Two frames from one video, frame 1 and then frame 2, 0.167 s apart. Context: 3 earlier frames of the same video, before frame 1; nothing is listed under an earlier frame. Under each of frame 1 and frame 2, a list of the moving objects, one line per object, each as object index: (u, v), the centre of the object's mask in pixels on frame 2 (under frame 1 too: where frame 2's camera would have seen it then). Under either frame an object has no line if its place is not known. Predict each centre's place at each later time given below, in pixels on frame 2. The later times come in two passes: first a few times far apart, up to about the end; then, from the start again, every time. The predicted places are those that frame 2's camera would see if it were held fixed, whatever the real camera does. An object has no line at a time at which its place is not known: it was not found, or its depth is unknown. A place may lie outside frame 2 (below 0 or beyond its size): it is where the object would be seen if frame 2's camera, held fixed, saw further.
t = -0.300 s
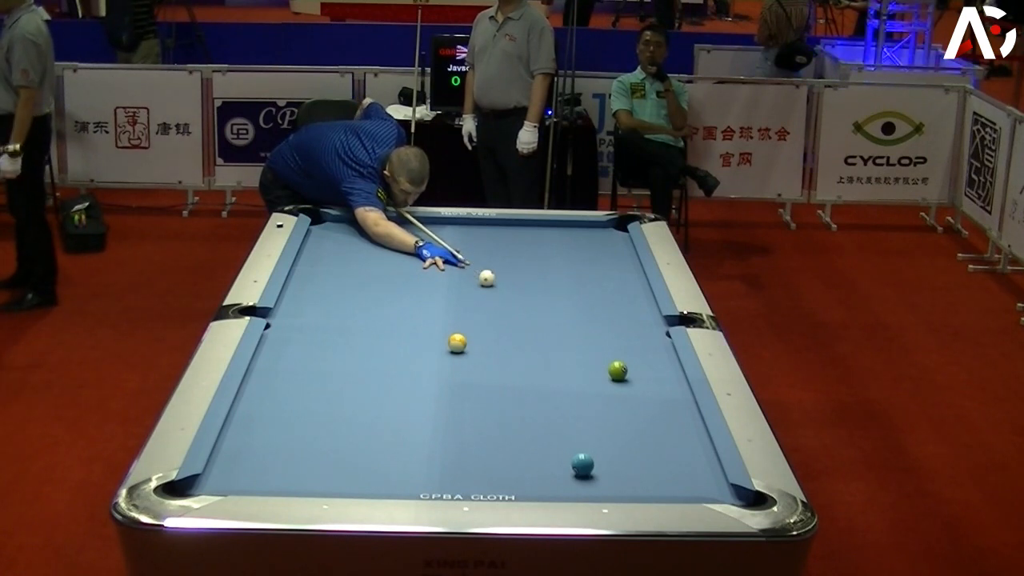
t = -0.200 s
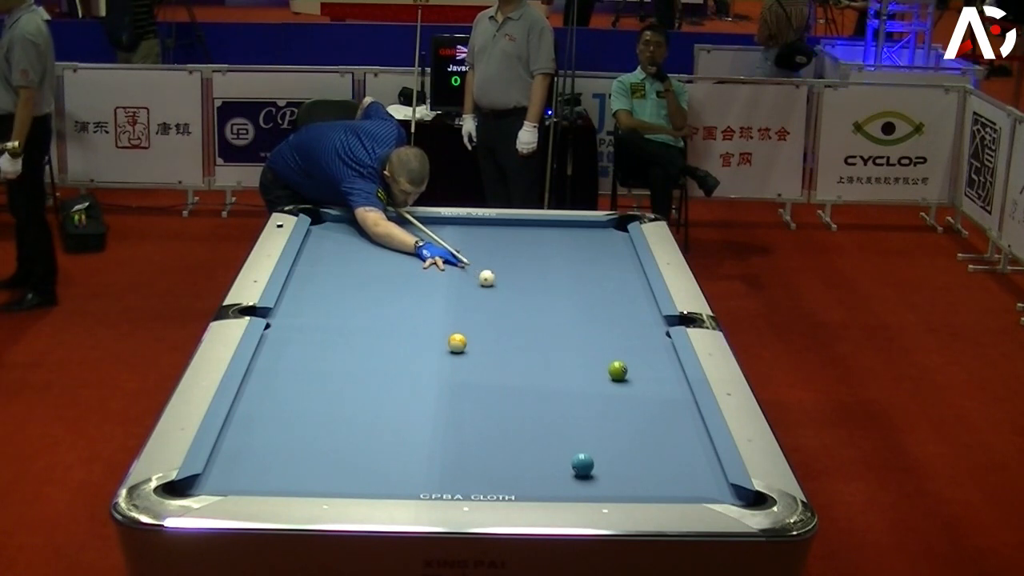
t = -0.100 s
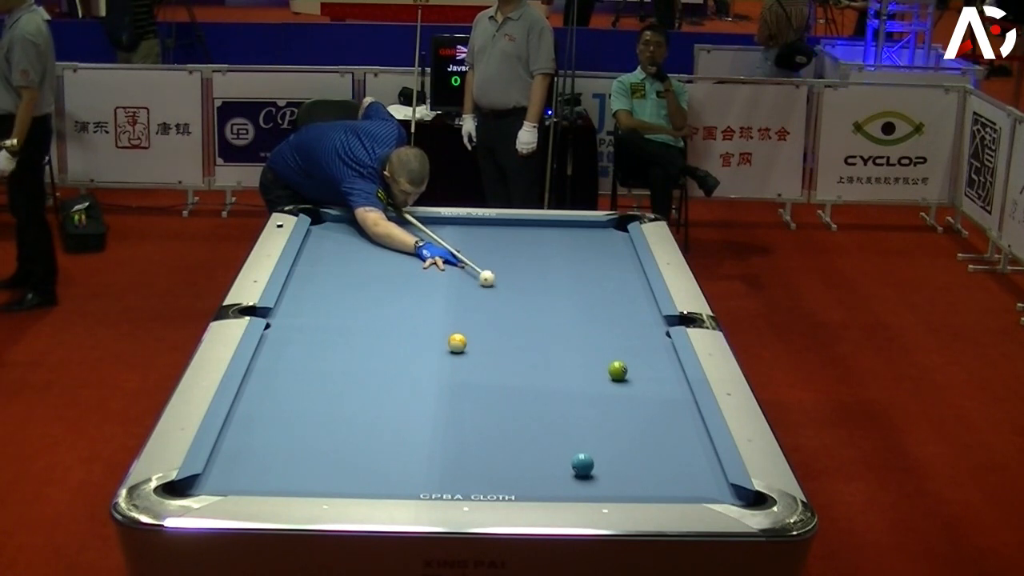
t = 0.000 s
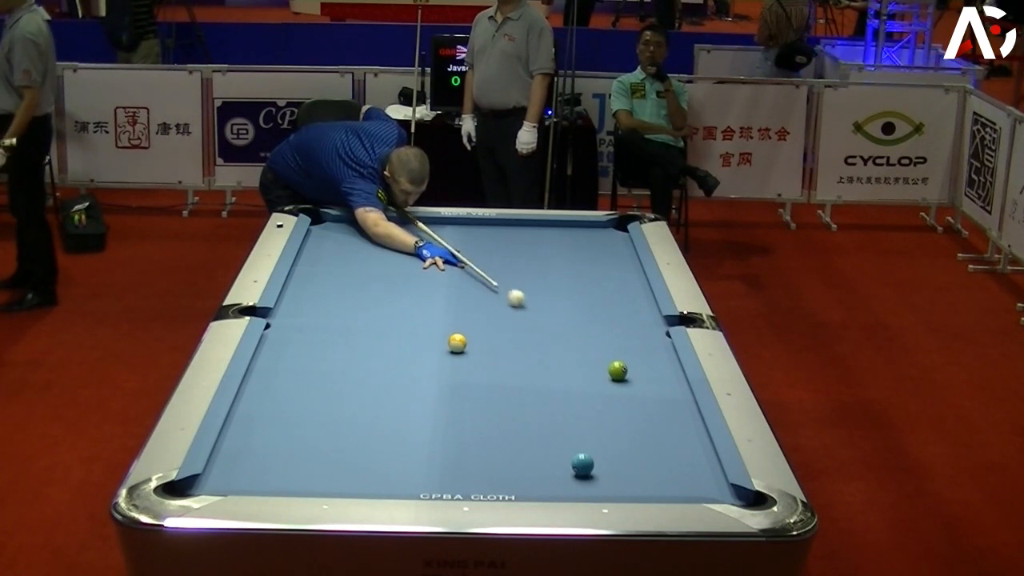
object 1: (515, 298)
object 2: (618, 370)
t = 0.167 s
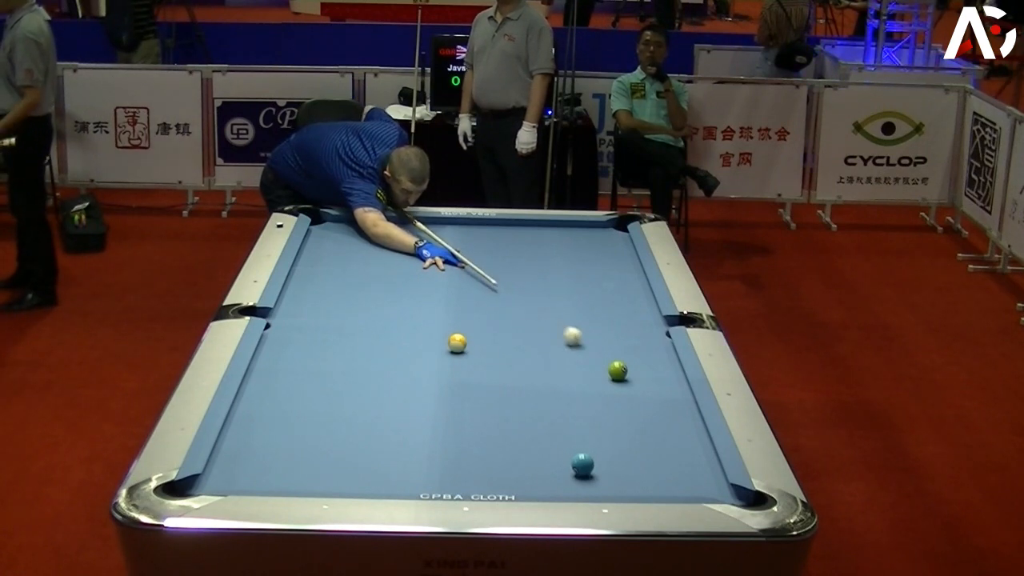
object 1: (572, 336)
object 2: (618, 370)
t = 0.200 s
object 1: (583, 344)
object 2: (618, 370)
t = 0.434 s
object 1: (638, 366)
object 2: (645, 405)
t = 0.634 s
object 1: (675, 375)
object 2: (677, 448)
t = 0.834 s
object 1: (657, 382)
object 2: (711, 489)
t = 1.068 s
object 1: (641, 389)
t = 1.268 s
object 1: (625, 395)
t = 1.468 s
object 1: (611, 401)
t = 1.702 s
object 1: (594, 407)
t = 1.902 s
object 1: (581, 413)
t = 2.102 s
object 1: (568, 418)
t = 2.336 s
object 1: (555, 424)
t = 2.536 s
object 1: (543, 429)
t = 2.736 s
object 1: (533, 434)
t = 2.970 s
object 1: (522, 438)
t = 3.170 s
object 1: (513, 442)
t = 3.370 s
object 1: (504, 446)
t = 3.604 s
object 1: (496, 450)
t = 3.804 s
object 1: (490, 453)
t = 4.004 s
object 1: (484, 455)
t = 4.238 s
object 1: (478, 458)
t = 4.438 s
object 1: (474, 460)
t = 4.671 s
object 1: (471, 461)
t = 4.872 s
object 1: (469, 462)
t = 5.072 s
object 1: (467, 462)
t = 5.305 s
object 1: (467, 463)
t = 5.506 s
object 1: (467, 463)
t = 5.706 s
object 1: (467, 463)
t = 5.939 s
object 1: (467, 463)
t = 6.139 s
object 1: (467, 463)
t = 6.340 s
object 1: (467, 463)
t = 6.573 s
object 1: (467, 463)
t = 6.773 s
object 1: (467, 463)
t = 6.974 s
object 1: (467, 463)
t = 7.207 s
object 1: (467, 463)
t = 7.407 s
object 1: (467, 463)
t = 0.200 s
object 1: (583, 344)
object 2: (618, 370)
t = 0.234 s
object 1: (595, 352)
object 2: (618, 371)
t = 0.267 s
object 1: (605, 359)
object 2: (618, 371)
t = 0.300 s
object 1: (613, 361)
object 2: (620, 374)
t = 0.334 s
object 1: (620, 363)
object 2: (627, 382)
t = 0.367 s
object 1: (626, 365)
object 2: (633, 390)
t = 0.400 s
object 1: (631, 365)
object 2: (639, 398)
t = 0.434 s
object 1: (638, 366)
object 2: (645, 405)
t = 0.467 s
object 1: (644, 367)
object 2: (650, 413)
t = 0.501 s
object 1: (651, 369)
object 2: (656, 420)
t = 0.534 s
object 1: (657, 370)
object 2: (662, 427)
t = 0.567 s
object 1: (664, 372)
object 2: (667, 434)
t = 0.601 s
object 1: (671, 374)
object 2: (672, 441)
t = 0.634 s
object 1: (675, 375)
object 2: (677, 448)
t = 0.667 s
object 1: (672, 377)
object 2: (683, 455)
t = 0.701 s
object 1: (668, 378)
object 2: (689, 462)
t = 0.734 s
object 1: (665, 379)
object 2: (694, 469)
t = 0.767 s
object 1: (662, 380)
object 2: (700, 477)
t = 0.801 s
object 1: (660, 381)
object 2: (706, 484)
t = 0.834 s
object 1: (657, 382)
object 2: (711, 489)
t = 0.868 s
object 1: (655, 383)
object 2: (719, 494)
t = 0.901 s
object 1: (652, 384)
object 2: (730, 497)
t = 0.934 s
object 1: (650, 385)
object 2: (741, 500)
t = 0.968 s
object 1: (648, 386)
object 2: (750, 505)
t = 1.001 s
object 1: (645, 387)
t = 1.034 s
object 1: (643, 388)
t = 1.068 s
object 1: (641, 389)
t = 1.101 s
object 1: (637, 390)
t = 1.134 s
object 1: (635, 391)
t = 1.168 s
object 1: (632, 392)
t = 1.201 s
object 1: (630, 393)
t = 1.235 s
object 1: (627, 394)
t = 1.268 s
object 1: (625, 395)
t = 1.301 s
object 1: (622, 396)
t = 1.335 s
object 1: (620, 397)
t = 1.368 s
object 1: (618, 398)
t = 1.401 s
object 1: (616, 399)
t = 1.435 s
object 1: (613, 400)
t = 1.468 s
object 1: (611, 401)
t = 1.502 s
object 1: (608, 402)
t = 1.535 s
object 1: (606, 403)
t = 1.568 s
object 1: (604, 404)
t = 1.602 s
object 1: (602, 405)
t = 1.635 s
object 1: (599, 406)
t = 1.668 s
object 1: (597, 406)
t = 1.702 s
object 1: (594, 407)
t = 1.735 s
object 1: (592, 408)
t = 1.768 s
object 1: (590, 409)
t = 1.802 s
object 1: (588, 410)
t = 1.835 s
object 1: (586, 411)
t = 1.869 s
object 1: (583, 412)
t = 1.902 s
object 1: (581, 413)
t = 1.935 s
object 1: (579, 414)
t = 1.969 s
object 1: (577, 415)
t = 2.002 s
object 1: (575, 415)
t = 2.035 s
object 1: (573, 416)
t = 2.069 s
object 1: (571, 417)
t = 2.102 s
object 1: (568, 418)
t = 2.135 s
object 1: (567, 419)
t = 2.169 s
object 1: (565, 420)
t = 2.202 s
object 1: (563, 421)
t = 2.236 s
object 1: (561, 422)
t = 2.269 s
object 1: (559, 422)
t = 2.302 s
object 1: (557, 423)
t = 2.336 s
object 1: (555, 424)
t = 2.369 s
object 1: (553, 425)
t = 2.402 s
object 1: (551, 426)
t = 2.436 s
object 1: (549, 426)
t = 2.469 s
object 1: (547, 427)
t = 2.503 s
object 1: (545, 428)
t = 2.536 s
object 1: (543, 429)
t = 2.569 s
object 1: (541, 430)
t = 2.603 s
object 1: (540, 430)
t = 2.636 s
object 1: (538, 431)
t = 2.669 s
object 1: (536, 432)
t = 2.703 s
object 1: (535, 433)
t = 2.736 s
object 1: (533, 434)
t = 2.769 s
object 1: (531, 434)
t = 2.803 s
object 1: (529, 435)
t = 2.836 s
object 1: (528, 435)
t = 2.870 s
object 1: (526, 436)
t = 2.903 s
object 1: (525, 437)
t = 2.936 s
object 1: (523, 438)
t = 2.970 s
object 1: (522, 438)
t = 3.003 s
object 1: (520, 439)
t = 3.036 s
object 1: (519, 440)
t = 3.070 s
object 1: (517, 441)
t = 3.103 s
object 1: (516, 441)
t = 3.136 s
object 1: (514, 442)
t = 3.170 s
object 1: (513, 442)
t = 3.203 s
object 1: (511, 443)
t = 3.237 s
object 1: (510, 444)
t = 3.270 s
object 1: (509, 444)
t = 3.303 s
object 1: (507, 445)
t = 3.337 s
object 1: (506, 445)
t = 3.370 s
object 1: (504, 446)
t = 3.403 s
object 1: (503, 447)
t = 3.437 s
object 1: (502, 447)
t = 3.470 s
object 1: (500, 448)
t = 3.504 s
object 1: (499, 448)
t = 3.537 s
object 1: (498, 449)
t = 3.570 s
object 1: (497, 449)
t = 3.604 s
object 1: (496, 450)
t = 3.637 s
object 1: (495, 450)
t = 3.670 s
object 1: (494, 451)
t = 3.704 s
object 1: (492, 451)
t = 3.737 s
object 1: (491, 452)
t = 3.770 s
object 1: (490, 452)
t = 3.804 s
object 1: (490, 453)
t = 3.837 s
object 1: (488, 453)
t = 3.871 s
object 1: (488, 454)
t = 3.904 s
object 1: (486, 454)
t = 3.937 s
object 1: (485, 455)
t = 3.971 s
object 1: (484, 455)
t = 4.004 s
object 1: (484, 455)
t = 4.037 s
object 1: (483, 455)
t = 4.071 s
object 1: (482, 456)
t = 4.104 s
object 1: (481, 456)
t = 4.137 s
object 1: (480, 457)
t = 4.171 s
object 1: (480, 457)
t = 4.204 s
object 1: (479, 457)
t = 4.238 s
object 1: (478, 458)
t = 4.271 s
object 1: (477, 458)
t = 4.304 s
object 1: (477, 458)
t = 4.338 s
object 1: (476, 459)
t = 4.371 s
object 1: (476, 459)
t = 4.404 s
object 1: (475, 459)
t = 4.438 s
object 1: (474, 460)
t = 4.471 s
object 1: (473, 460)
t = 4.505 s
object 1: (473, 460)
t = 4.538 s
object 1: (473, 460)
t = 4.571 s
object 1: (472, 461)
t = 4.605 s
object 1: (472, 461)
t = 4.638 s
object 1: (471, 461)
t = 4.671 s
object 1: (471, 461)
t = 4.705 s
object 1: (470, 461)
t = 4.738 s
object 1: (470, 462)
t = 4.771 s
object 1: (470, 462)
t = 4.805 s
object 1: (470, 462)
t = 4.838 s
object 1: (469, 462)
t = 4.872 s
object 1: (469, 462)
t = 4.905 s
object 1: (469, 462)
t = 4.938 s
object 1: (468, 462)
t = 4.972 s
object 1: (468, 462)
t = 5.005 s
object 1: (468, 462)
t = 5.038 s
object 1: (468, 462)
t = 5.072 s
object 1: (467, 462)
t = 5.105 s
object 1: (467, 463)
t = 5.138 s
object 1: (467, 463)
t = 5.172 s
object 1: (467, 463)
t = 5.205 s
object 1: (467, 463)
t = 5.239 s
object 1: (467, 463)
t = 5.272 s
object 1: (467, 463)
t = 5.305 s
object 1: (467, 463)
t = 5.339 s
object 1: (467, 463)
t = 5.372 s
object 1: (467, 463)
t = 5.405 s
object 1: (467, 463)
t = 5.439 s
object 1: (467, 463)
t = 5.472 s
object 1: (467, 463)
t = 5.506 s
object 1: (467, 463)
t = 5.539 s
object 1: (467, 463)
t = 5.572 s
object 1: (467, 463)
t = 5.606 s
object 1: (467, 463)
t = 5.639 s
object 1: (467, 463)
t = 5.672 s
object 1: (467, 463)
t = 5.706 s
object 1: (467, 463)
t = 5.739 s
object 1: (467, 463)
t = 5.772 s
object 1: (467, 463)
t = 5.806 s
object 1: (467, 463)
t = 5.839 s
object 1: (467, 463)
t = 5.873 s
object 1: (467, 463)
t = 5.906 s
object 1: (467, 463)
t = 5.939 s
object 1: (467, 463)
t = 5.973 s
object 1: (467, 463)
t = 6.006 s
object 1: (467, 463)
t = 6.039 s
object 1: (467, 463)
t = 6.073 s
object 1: (467, 463)
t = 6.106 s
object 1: (467, 463)
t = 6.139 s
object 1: (467, 463)
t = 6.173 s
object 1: (467, 463)
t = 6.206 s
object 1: (467, 463)
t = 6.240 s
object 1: (467, 463)
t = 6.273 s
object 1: (467, 463)
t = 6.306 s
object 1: (467, 463)
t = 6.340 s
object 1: (467, 463)
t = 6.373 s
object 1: (467, 463)
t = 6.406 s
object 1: (467, 463)
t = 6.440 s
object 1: (467, 463)
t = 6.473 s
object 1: (467, 463)
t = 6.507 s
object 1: (467, 463)
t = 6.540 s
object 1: (467, 463)
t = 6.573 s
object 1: (467, 463)
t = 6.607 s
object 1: (467, 463)
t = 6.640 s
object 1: (467, 463)
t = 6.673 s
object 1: (467, 463)
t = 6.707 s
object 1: (467, 463)
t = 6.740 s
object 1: (467, 463)
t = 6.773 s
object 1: (467, 463)
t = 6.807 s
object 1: (467, 463)
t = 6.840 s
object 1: (467, 463)
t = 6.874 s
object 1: (467, 463)
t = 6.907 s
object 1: (467, 463)
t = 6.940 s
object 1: (467, 463)
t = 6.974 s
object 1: (467, 463)
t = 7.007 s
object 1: (467, 463)
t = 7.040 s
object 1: (467, 463)
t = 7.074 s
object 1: (467, 463)
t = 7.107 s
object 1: (467, 463)
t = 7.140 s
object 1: (467, 463)
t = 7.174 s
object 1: (467, 463)
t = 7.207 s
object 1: (467, 463)
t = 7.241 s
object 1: (467, 463)
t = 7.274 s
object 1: (467, 463)
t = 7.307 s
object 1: (467, 463)
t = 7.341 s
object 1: (467, 463)
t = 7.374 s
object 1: (467, 463)
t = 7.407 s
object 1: (467, 463)
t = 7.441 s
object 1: (467, 463)
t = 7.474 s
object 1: (467, 463)
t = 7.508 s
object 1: (467, 463)
